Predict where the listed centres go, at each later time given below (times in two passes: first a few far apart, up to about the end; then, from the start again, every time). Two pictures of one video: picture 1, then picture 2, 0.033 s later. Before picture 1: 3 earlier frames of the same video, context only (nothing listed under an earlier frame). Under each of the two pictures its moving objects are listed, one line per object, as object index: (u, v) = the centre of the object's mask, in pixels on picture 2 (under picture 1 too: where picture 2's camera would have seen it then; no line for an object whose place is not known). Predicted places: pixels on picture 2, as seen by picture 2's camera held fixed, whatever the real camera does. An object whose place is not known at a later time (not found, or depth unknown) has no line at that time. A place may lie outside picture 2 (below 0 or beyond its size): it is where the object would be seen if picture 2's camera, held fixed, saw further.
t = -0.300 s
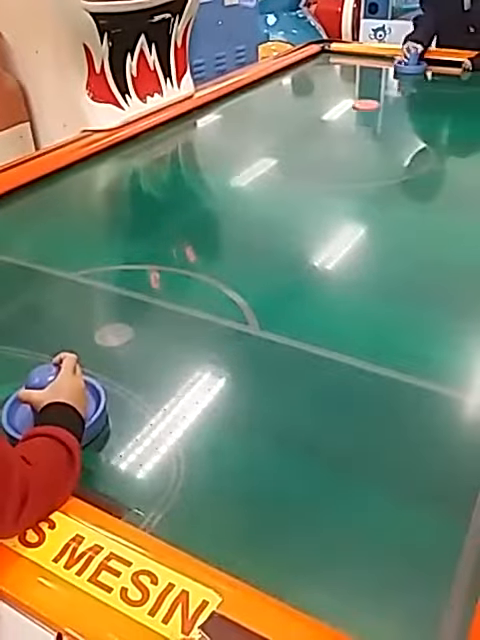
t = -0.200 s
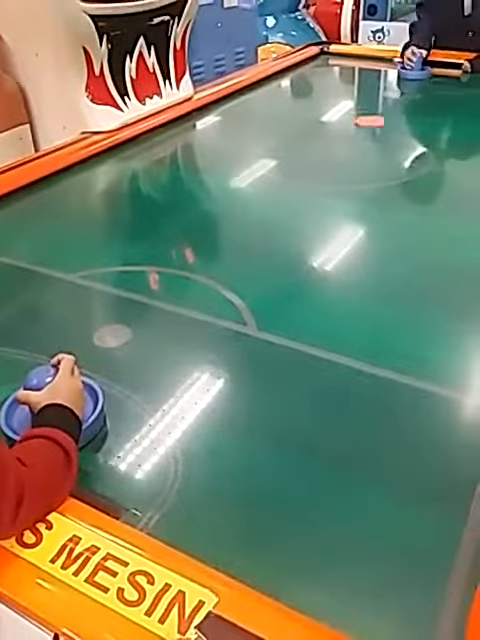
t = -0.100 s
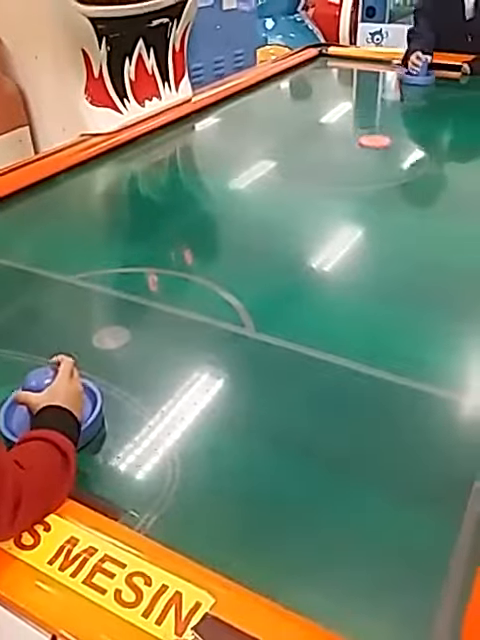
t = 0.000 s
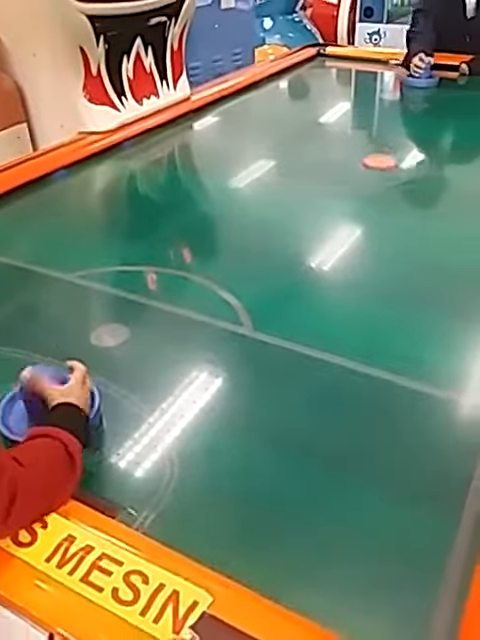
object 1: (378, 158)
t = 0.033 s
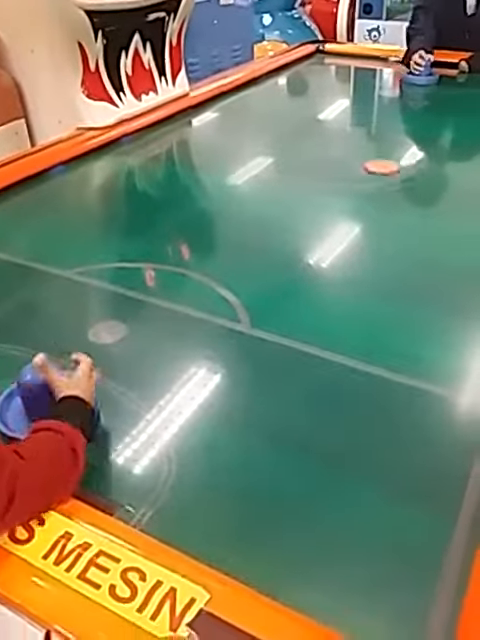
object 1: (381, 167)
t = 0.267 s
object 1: (404, 230)
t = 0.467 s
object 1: (439, 318)
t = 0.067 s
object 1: (384, 175)
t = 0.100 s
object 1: (388, 182)
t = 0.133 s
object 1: (391, 191)
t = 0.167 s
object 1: (394, 199)
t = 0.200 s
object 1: (396, 208)
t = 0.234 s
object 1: (400, 219)
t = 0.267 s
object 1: (404, 230)
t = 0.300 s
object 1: (408, 241)
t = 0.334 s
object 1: (413, 254)
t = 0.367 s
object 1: (419, 269)
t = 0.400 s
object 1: (425, 284)
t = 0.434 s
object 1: (431, 301)
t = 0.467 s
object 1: (439, 318)
